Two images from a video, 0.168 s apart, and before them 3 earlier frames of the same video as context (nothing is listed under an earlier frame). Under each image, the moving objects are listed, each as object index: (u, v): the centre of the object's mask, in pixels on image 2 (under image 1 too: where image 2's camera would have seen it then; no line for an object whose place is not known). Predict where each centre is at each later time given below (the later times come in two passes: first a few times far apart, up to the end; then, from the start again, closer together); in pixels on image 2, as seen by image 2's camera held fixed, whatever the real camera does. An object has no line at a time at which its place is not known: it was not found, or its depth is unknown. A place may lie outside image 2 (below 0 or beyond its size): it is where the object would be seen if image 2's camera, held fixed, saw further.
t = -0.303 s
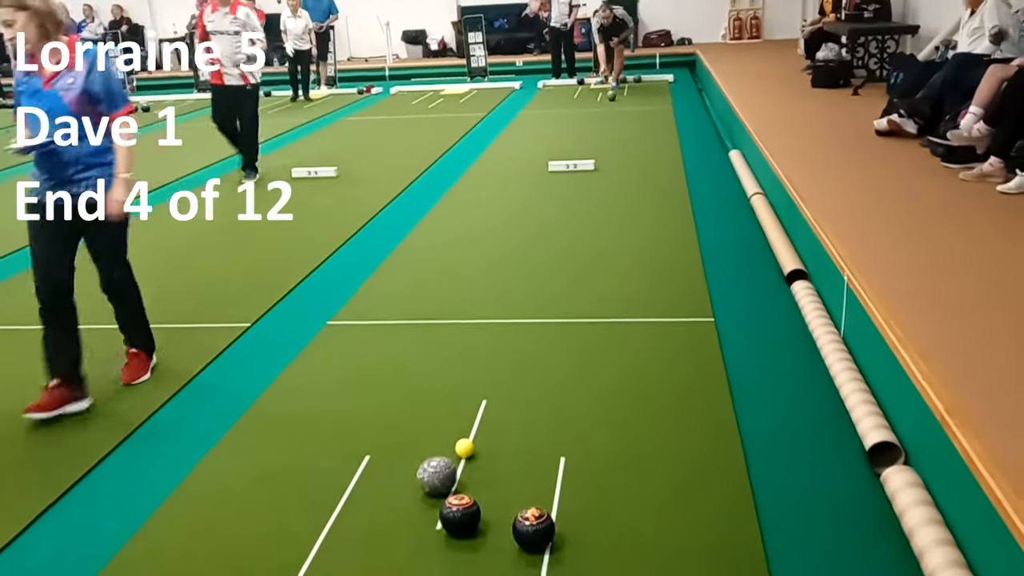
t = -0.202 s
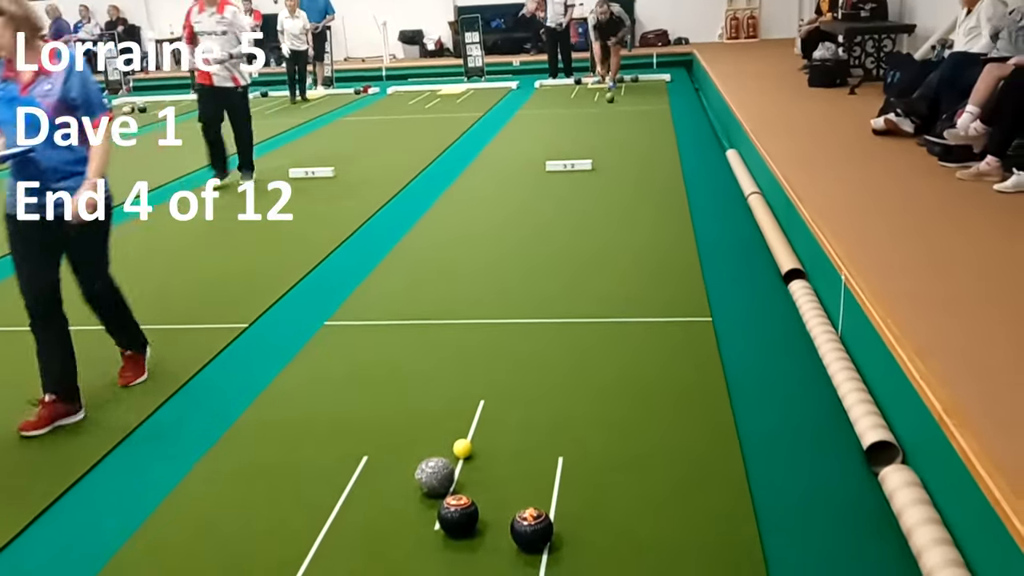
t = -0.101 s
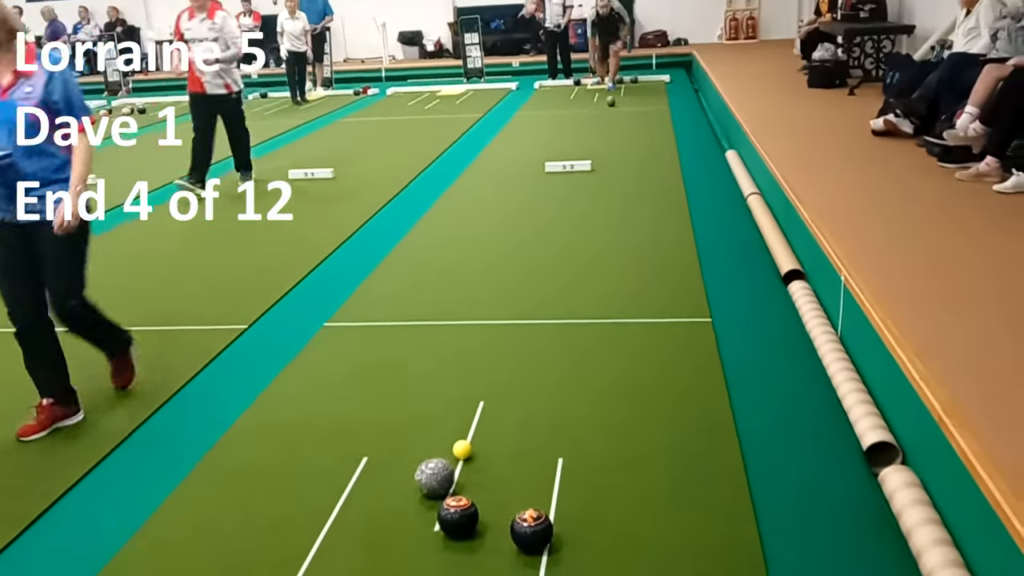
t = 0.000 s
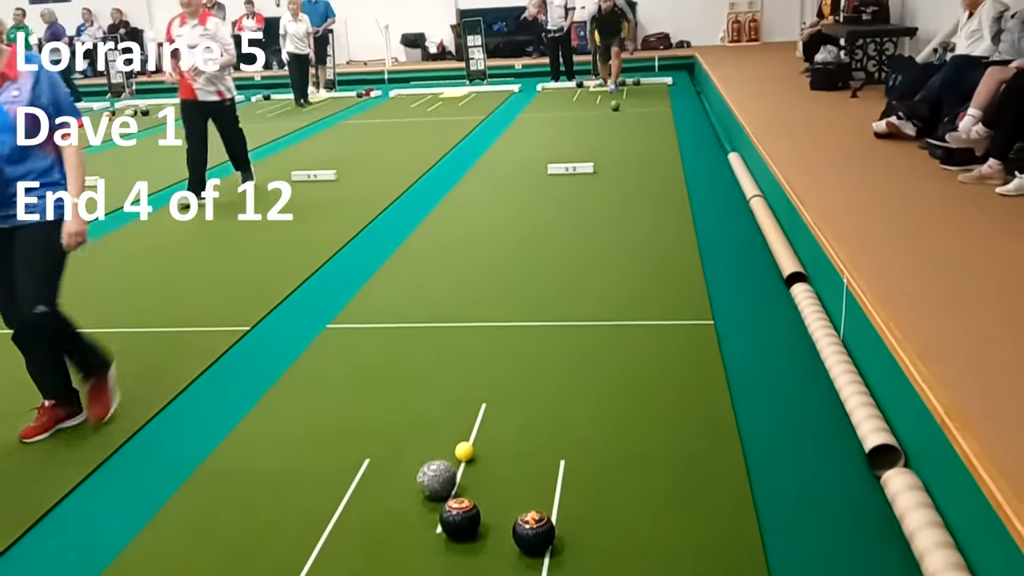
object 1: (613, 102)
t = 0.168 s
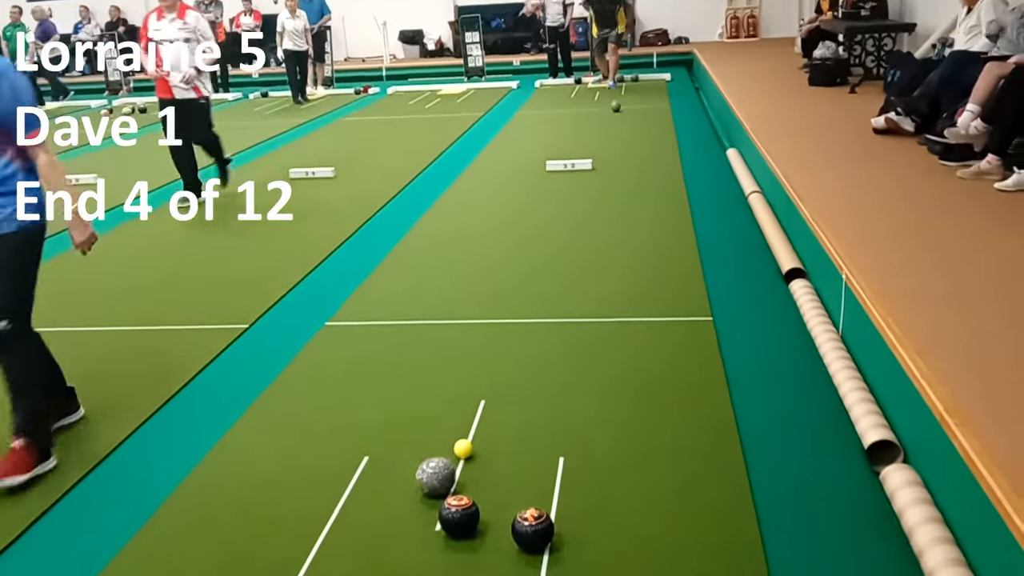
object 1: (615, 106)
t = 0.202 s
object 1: (616, 107)
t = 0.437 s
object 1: (619, 113)
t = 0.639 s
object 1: (622, 119)
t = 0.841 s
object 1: (625, 125)
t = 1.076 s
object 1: (628, 132)
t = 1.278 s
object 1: (630, 139)
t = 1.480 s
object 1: (633, 147)
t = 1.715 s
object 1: (635, 154)
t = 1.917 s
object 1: (637, 162)
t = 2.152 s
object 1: (639, 172)
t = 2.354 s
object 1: (641, 182)
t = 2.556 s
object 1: (642, 191)
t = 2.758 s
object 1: (644, 203)
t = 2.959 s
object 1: (644, 214)
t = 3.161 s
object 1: (645, 225)
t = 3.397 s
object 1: (645, 239)
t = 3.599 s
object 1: (645, 251)
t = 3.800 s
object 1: (644, 265)
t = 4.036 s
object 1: (642, 281)
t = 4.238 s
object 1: (640, 295)
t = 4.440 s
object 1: (637, 310)
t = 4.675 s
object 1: (634, 327)
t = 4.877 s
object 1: (629, 343)
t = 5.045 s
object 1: (625, 357)
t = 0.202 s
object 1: (616, 107)
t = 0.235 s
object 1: (616, 108)
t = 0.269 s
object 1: (617, 109)
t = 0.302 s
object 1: (617, 110)
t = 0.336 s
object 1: (618, 110)
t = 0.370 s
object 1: (618, 111)
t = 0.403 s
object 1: (619, 112)
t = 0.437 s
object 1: (619, 113)
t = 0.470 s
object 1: (620, 114)
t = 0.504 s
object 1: (620, 115)
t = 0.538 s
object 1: (621, 116)
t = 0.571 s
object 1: (621, 117)
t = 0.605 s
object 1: (621, 118)
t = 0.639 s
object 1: (622, 119)
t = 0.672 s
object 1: (622, 120)
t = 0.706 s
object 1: (623, 121)
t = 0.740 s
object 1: (623, 122)
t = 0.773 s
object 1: (624, 123)
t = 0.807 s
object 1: (624, 124)
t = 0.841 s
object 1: (625, 125)
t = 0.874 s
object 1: (625, 126)
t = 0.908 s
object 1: (626, 127)
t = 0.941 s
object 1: (626, 127)
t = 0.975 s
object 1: (627, 129)
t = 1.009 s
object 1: (627, 130)
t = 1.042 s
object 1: (627, 131)
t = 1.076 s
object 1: (628, 132)
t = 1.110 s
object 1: (628, 133)
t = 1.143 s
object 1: (629, 134)
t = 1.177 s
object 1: (629, 136)
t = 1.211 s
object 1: (630, 137)
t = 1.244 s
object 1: (630, 138)
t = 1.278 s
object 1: (630, 139)
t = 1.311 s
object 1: (631, 140)
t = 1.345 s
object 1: (631, 141)
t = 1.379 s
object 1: (631, 143)
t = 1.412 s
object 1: (632, 144)
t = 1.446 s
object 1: (632, 145)
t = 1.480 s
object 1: (633, 147)
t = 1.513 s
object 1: (633, 148)
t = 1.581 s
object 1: (634, 150)
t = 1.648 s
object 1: (634, 152)
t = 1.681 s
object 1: (634, 153)
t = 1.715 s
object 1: (635, 154)
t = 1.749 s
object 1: (635, 156)
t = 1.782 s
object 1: (636, 157)
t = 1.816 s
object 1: (636, 158)
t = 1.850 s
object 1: (637, 160)
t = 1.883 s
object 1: (637, 161)
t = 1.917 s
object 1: (637, 162)
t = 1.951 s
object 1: (637, 164)
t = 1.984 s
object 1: (638, 165)
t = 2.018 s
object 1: (638, 166)
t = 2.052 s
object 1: (638, 168)
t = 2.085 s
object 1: (639, 170)
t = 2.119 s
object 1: (639, 171)
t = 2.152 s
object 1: (639, 172)
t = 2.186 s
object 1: (640, 174)
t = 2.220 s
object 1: (640, 176)
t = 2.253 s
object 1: (640, 177)
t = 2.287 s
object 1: (640, 178)
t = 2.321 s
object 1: (641, 180)
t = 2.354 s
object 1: (641, 182)
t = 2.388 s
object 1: (641, 183)
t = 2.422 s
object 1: (642, 184)
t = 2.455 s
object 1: (642, 186)
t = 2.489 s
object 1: (642, 188)
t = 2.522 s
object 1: (642, 189)
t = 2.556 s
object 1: (642, 191)
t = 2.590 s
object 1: (642, 193)
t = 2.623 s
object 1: (643, 194)
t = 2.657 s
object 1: (643, 196)
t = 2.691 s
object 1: (643, 198)
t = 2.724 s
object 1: (643, 201)
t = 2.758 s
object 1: (644, 203)
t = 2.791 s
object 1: (644, 205)
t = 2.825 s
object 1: (644, 207)
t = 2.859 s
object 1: (644, 208)
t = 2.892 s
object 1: (644, 210)
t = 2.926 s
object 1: (644, 212)
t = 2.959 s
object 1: (644, 214)
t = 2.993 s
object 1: (644, 216)
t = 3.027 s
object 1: (644, 218)
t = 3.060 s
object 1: (644, 220)
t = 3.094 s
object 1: (645, 221)
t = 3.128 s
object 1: (645, 223)
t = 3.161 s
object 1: (645, 225)
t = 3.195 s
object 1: (645, 227)
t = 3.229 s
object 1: (645, 229)
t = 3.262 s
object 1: (645, 231)
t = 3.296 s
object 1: (645, 233)
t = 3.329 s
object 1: (645, 235)
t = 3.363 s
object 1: (645, 237)
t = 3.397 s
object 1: (645, 239)
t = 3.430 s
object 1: (645, 241)
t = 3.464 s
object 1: (645, 243)
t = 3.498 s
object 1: (645, 245)
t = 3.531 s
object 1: (645, 247)
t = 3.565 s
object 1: (644, 249)
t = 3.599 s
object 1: (645, 251)
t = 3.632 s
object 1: (645, 254)
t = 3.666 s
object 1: (644, 256)
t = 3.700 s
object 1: (644, 258)
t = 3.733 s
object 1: (644, 260)
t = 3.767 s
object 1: (644, 262)
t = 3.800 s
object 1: (644, 265)
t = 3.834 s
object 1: (644, 267)
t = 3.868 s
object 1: (643, 269)
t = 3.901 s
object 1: (643, 272)
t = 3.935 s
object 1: (643, 274)
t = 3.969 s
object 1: (643, 276)
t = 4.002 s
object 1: (642, 278)
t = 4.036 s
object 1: (642, 281)
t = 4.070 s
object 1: (642, 283)
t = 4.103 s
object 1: (642, 286)
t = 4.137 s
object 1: (641, 288)
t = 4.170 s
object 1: (641, 290)
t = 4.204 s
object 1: (641, 292)
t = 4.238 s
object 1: (640, 295)
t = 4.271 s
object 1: (640, 297)
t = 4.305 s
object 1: (639, 300)
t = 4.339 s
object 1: (639, 302)
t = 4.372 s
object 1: (638, 304)
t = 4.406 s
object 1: (638, 307)
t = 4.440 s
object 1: (637, 310)
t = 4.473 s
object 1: (637, 312)
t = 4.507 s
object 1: (637, 314)
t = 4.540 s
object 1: (636, 317)
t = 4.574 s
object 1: (635, 319)
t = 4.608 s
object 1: (635, 322)
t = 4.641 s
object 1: (634, 325)
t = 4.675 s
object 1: (634, 327)
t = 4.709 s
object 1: (633, 330)
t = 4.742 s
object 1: (632, 333)
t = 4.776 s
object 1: (631, 335)
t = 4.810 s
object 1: (631, 338)
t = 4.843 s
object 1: (630, 341)
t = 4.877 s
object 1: (629, 343)
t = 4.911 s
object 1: (629, 346)
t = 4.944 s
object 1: (628, 348)
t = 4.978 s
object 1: (627, 351)
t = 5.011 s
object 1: (626, 354)
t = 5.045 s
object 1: (625, 357)
